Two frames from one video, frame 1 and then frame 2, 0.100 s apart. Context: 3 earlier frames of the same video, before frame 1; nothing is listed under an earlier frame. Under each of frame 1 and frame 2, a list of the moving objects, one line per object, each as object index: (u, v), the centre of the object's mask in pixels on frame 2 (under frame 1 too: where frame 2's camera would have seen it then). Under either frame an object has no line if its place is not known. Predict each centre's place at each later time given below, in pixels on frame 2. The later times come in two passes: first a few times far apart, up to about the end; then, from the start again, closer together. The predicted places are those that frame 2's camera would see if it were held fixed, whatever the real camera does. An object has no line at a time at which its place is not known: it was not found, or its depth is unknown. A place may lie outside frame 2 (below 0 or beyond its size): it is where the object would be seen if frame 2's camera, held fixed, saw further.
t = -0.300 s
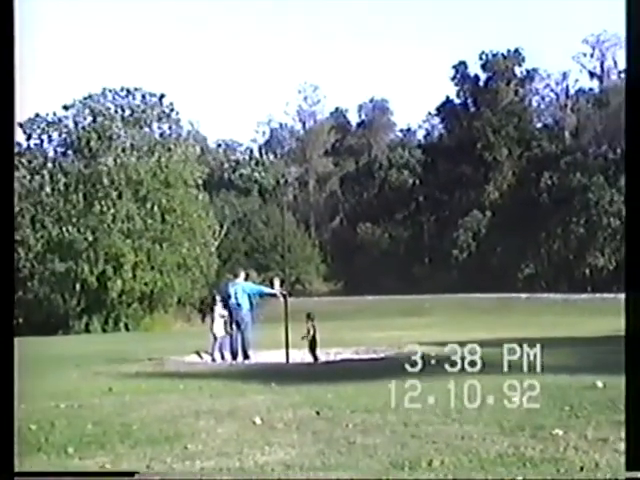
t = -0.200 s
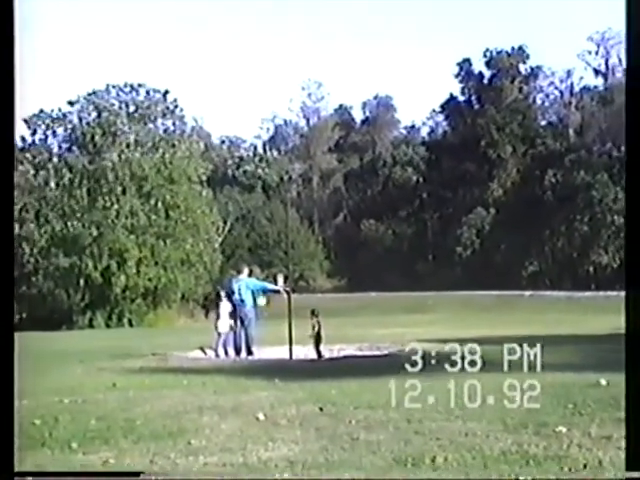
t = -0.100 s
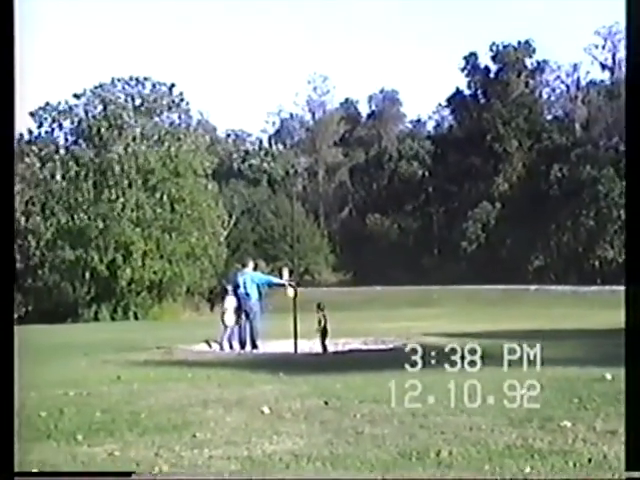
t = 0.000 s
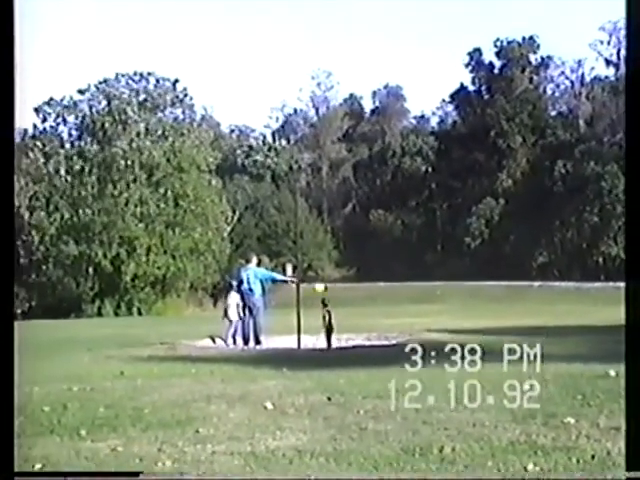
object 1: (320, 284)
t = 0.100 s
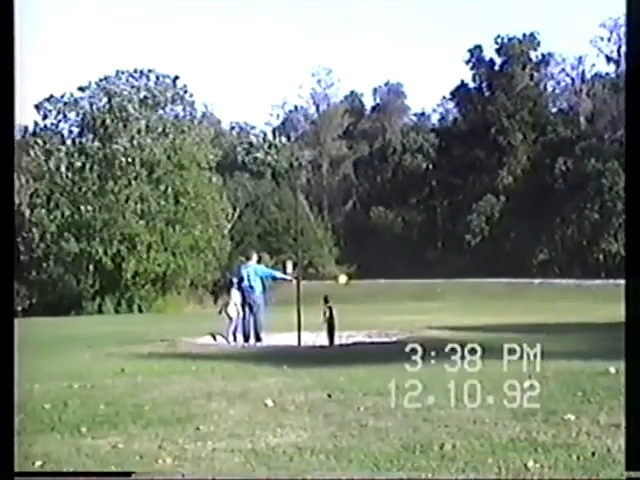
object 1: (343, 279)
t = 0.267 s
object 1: (374, 270)
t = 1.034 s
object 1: (370, 270)
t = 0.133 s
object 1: (349, 276)
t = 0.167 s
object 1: (356, 274)
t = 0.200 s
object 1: (363, 273)
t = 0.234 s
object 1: (368, 271)
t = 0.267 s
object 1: (374, 270)
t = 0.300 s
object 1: (379, 269)
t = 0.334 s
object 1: (383, 266)
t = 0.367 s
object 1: (386, 264)
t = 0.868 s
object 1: (391, 261)
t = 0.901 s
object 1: (388, 263)
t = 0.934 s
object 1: (384, 265)
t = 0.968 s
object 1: (380, 267)
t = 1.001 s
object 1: (375, 268)
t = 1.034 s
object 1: (370, 270)
